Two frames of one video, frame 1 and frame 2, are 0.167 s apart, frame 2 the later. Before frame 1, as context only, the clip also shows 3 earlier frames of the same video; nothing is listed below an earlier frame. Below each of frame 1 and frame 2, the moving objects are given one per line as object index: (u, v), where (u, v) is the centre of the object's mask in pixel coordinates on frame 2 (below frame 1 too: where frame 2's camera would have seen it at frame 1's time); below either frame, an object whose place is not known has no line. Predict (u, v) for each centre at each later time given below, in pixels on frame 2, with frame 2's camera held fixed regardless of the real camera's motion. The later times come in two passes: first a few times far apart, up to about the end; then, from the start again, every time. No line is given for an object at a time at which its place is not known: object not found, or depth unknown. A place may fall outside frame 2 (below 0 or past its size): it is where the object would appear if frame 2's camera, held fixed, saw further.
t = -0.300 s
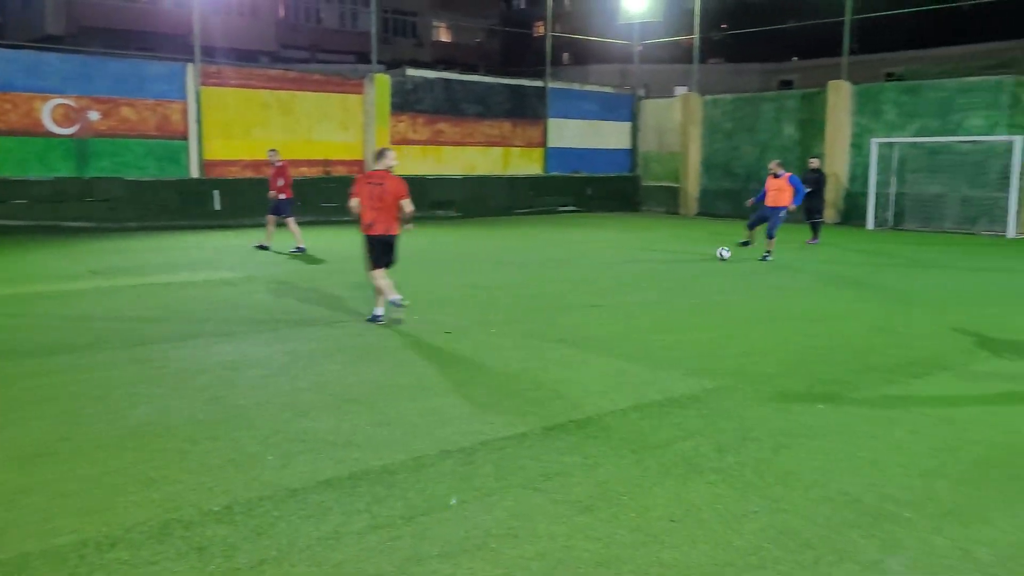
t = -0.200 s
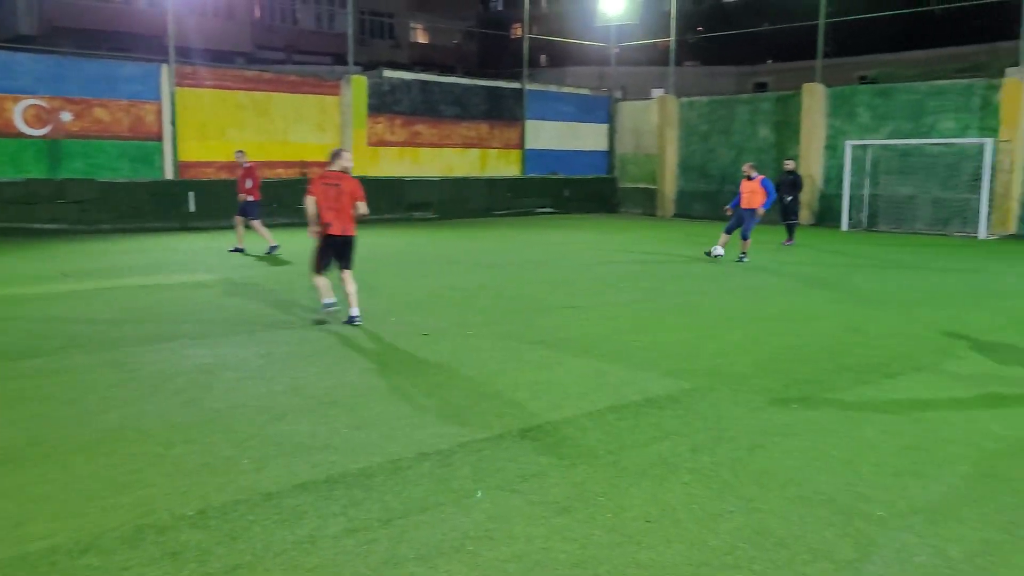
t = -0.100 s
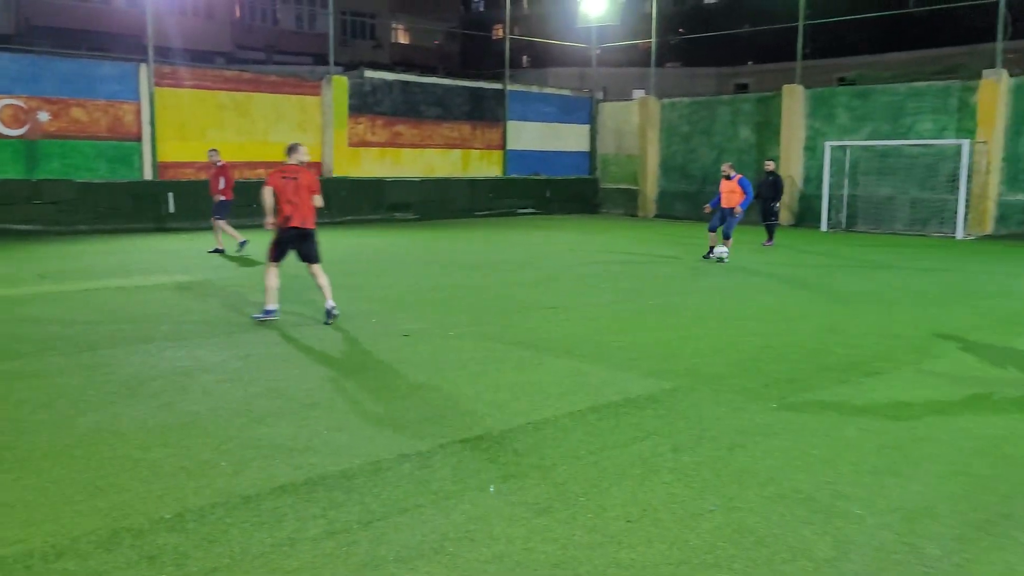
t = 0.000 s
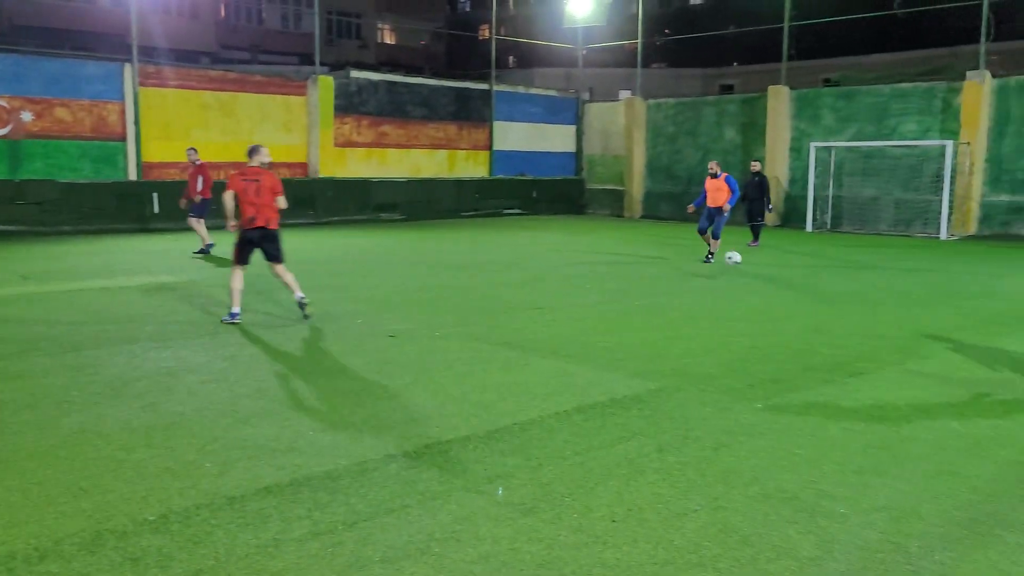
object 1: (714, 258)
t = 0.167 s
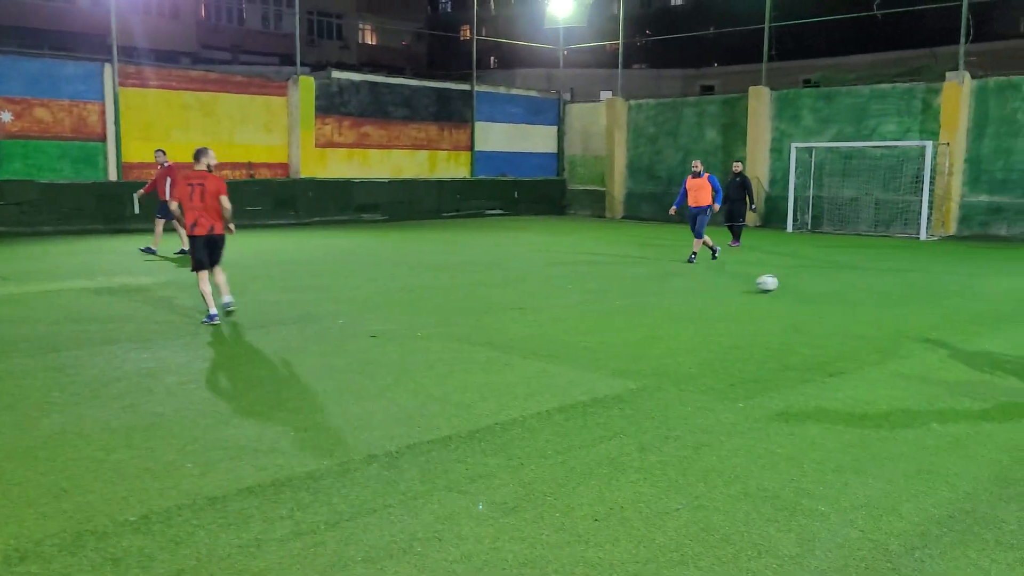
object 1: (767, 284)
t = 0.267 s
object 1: (800, 283)
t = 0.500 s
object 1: (891, 307)
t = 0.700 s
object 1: (977, 328)
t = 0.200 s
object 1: (778, 282)
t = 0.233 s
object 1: (789, 282)
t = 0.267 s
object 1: (800, 283)
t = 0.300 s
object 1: (813, 285)
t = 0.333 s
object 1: (825, 288)
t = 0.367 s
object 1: (839, 292)
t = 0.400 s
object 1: (851, 297)
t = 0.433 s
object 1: (864, 304)
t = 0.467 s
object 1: (878, 308)
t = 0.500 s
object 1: (891, 307)
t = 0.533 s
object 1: (903, 308)
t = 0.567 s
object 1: (918, 310)
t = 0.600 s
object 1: (933, 313)
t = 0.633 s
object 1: (946, 317)
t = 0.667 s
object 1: (962, 322)
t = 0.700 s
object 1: (977, 328)
